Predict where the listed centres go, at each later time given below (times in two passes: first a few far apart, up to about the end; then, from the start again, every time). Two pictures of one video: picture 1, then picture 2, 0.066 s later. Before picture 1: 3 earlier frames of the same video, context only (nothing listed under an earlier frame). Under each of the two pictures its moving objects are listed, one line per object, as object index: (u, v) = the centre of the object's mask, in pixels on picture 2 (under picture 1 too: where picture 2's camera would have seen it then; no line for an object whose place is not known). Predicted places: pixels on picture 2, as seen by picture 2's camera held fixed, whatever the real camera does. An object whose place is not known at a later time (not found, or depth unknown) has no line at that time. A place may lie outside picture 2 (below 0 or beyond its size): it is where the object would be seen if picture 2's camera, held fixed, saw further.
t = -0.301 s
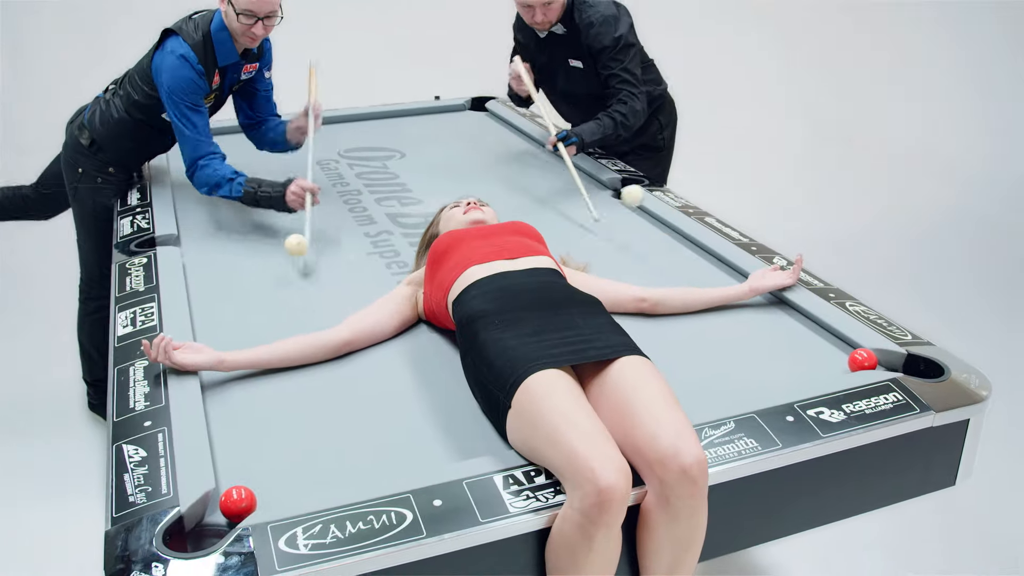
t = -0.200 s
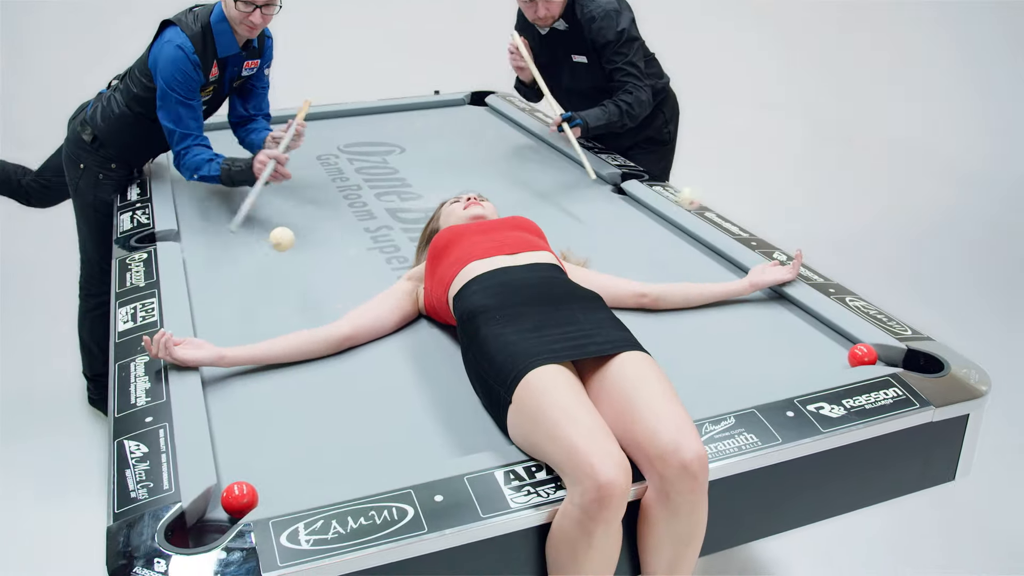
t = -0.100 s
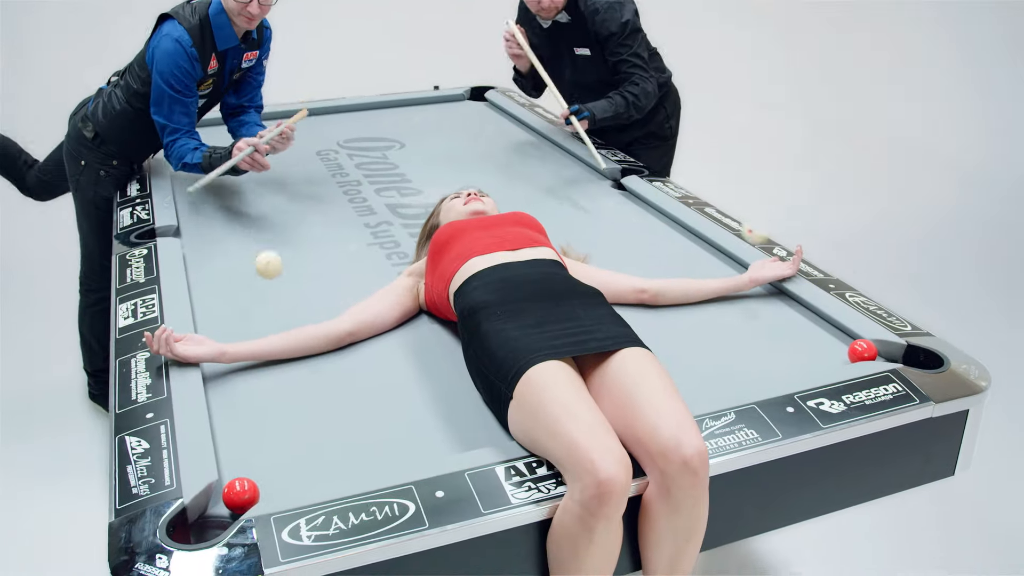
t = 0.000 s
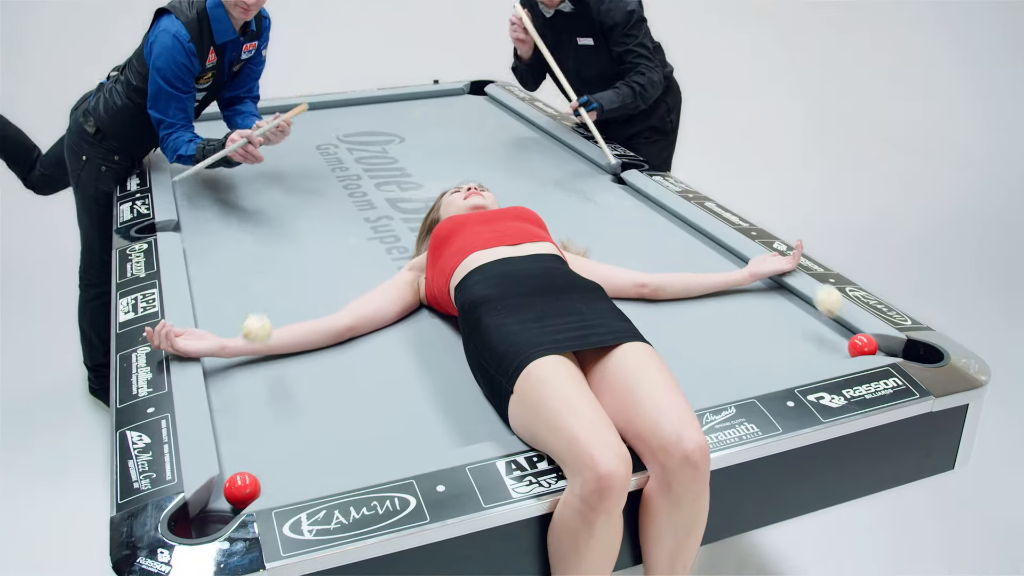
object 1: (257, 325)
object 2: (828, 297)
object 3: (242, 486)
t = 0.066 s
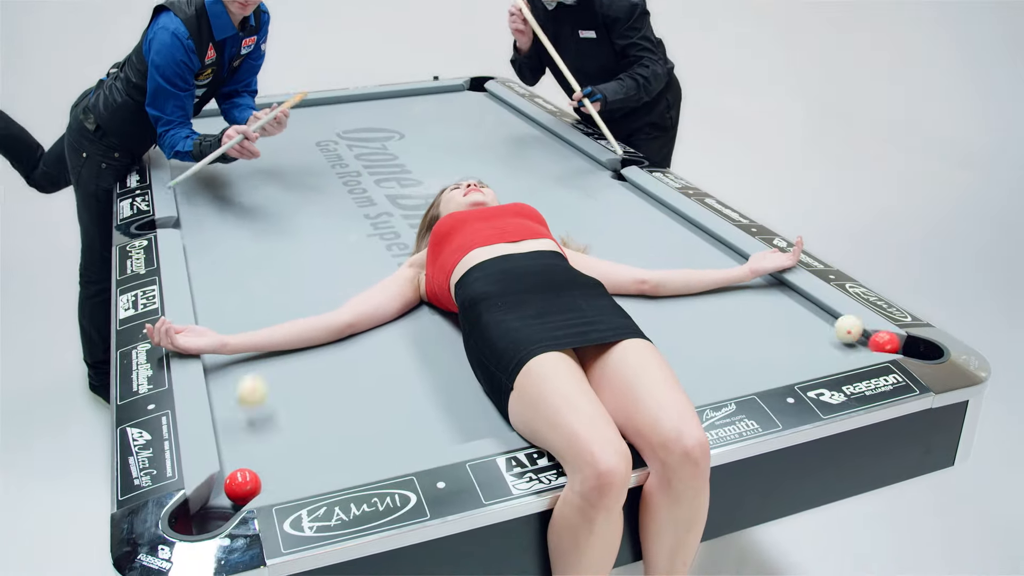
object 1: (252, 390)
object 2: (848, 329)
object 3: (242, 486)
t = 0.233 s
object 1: (230, 458)
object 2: (806, 327)
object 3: (237, 493)
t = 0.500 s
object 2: (748, 319)
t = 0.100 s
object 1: (247, 423)
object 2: (840, 329)
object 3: (242, 486)
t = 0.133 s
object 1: (242, 435)
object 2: (831, 328)
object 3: (242, 486)
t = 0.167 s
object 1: (239, 444)
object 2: (826, 329)
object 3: (242, 486)
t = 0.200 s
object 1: (234, 451)
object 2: (816, 328)
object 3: (240, 488)
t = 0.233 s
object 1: (230, 458)
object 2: (806, 327)
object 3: (237, 493)
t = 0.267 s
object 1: (225, 473)
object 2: (797, 326)
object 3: (233, 503)
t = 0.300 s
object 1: (223, 483)
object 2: (792, 326)
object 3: (231, 510)
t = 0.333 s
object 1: (220, 510)
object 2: (784, 324)
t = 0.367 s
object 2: (774, 323)
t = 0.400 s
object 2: (770, 322)
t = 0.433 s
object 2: (761, 321)
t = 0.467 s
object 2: (752, 319)
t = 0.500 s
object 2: (748, 319)
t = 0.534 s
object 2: (739, 317)
